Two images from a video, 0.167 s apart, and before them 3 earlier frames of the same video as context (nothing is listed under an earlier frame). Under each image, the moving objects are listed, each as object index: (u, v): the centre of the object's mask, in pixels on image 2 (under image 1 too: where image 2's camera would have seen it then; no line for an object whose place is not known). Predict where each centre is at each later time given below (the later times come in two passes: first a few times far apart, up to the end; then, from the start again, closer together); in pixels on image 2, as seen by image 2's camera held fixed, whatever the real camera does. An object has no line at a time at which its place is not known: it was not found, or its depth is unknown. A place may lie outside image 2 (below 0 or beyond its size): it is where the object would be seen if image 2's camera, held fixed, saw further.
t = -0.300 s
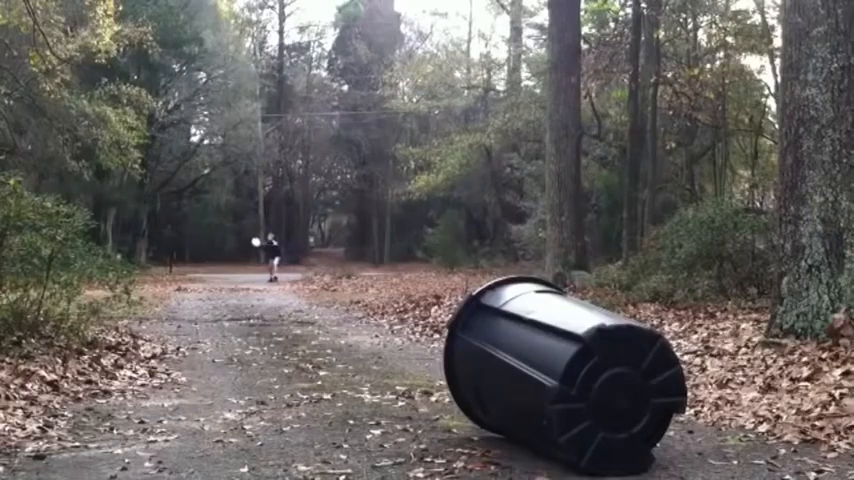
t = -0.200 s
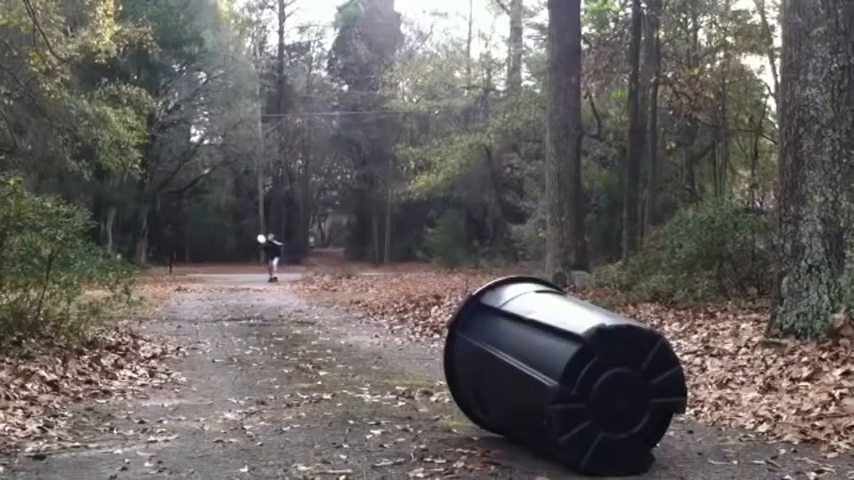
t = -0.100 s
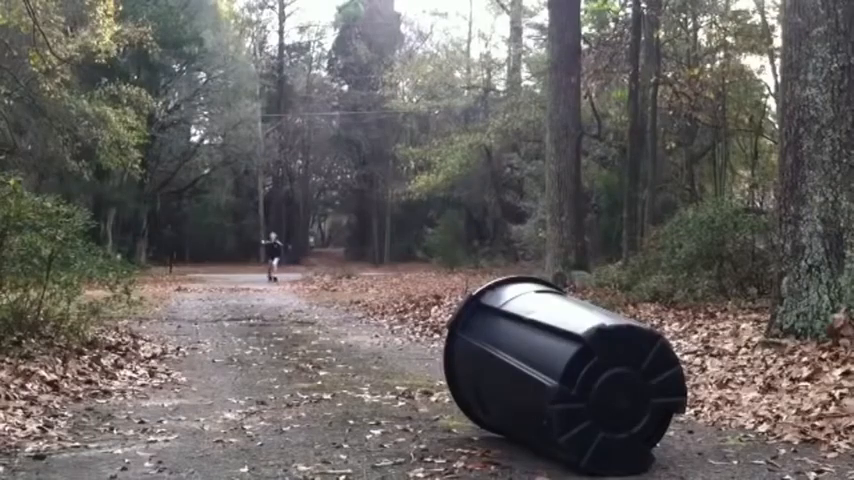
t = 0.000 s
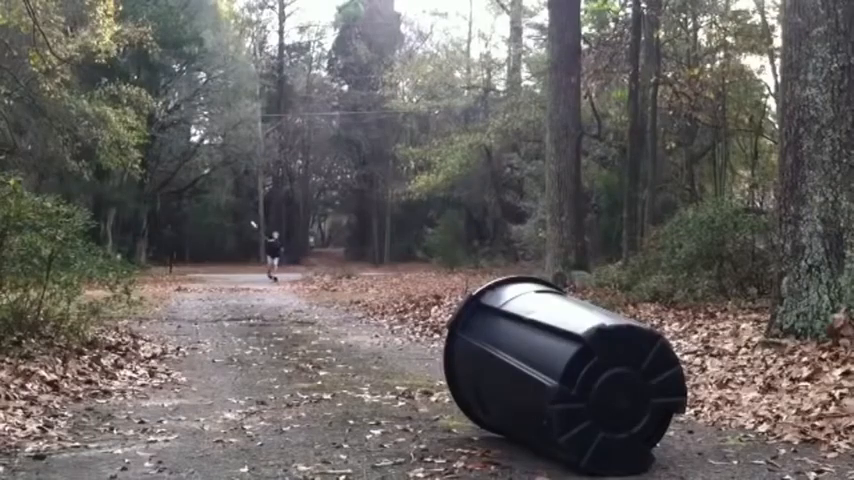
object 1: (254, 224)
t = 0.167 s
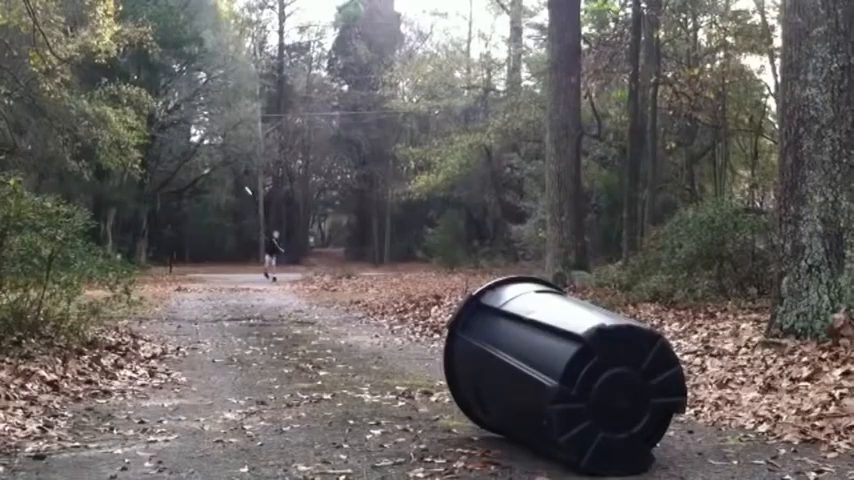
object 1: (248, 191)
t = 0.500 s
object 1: (233, 142)
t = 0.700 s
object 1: (231, 121)
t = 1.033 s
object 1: (241, 120)
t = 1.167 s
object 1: (252, 137)
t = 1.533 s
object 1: (312, 268)
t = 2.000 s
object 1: (379, 321)
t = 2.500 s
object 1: (438, 345)
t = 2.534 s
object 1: (441, 353)
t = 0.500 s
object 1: (233, 142)
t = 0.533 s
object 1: (232, 137)
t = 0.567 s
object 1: (231, 133)
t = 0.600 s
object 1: (231, 131)
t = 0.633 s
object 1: (231, 127)
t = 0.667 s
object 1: (231, 124)
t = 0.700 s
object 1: (231, 121)
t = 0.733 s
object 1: (231, 119)
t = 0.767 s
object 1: (231, 118)
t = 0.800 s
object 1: (232, 116)
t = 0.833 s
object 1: (233, 115)
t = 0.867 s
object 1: (234, 115)
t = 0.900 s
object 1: (235, 115)
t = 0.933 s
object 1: (236, 115)
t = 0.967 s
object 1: (237, 116)
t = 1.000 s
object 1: (239, 117)
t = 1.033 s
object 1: (241, 120)
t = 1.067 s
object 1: (244, 123)
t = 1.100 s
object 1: (246, 127)
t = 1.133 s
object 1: (249, 131)
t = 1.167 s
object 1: (252, 137)
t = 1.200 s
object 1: (256, 143)
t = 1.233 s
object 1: (259, 150)
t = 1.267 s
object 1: (263, 158)
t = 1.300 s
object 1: (268, 168)
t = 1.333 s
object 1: (273, 178)
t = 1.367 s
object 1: (278, 190)
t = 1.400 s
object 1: (284, 202)
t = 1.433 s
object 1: (290, 217)
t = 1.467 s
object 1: (297, 232)
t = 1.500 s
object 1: (304, 249)
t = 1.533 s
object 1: (312, 268)
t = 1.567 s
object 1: (320, 287)
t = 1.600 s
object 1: (330, 305)
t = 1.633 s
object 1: (334, 302)
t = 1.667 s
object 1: (339, 298)
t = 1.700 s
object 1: (343, 296)
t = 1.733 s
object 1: (348, 296)
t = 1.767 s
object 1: (351, 294)
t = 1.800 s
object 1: (356, 297)
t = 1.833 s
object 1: (360, 301)
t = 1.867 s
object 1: (364, 302)
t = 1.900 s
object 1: (368, 308)
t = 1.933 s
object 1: (372, 316)
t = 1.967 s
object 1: (376, 318)
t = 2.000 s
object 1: (379, 321)
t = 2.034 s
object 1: (381, 320)
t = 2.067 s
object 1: (385, 312)
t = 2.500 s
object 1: (438, 345)
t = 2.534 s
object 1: (441, 353)
